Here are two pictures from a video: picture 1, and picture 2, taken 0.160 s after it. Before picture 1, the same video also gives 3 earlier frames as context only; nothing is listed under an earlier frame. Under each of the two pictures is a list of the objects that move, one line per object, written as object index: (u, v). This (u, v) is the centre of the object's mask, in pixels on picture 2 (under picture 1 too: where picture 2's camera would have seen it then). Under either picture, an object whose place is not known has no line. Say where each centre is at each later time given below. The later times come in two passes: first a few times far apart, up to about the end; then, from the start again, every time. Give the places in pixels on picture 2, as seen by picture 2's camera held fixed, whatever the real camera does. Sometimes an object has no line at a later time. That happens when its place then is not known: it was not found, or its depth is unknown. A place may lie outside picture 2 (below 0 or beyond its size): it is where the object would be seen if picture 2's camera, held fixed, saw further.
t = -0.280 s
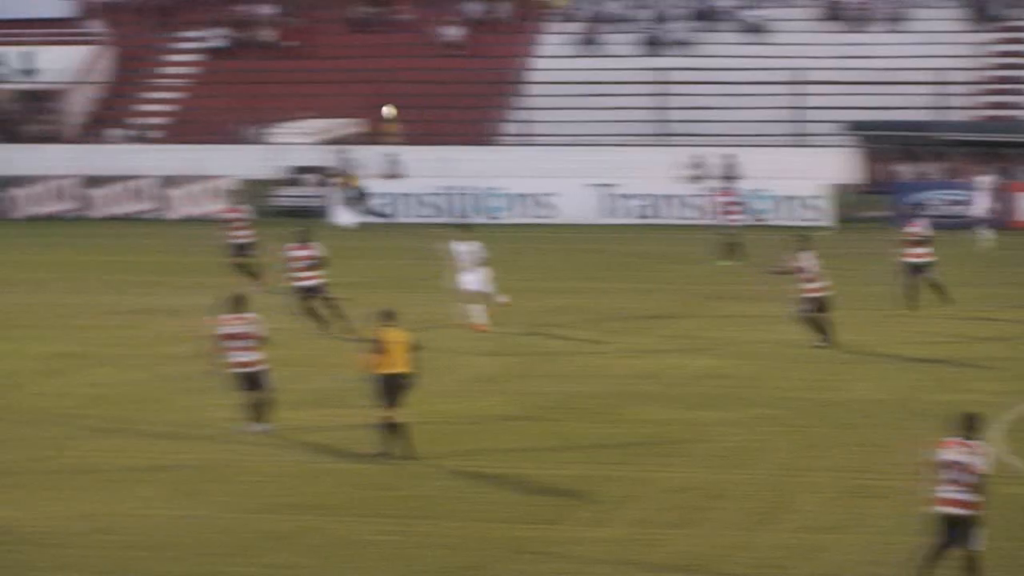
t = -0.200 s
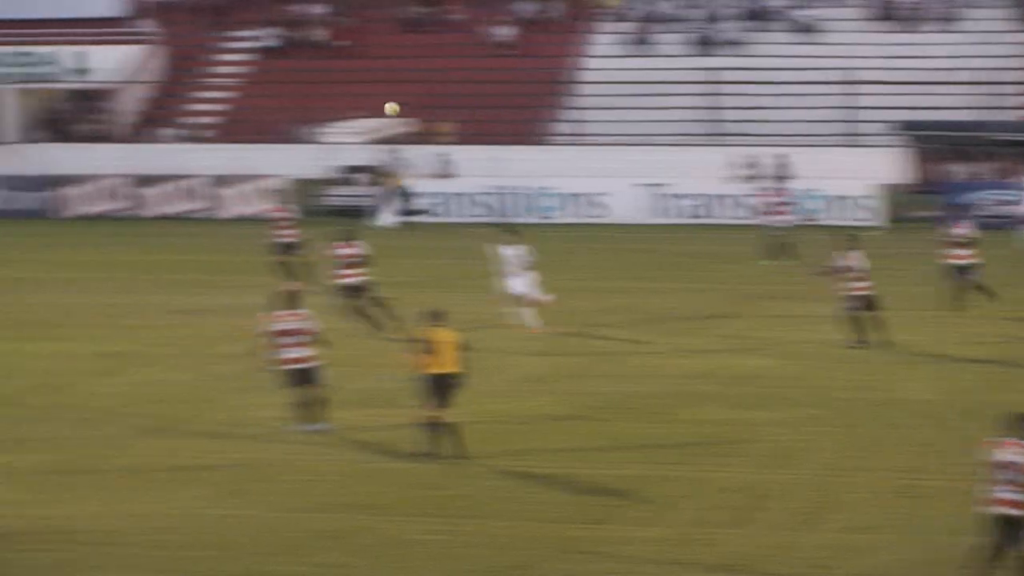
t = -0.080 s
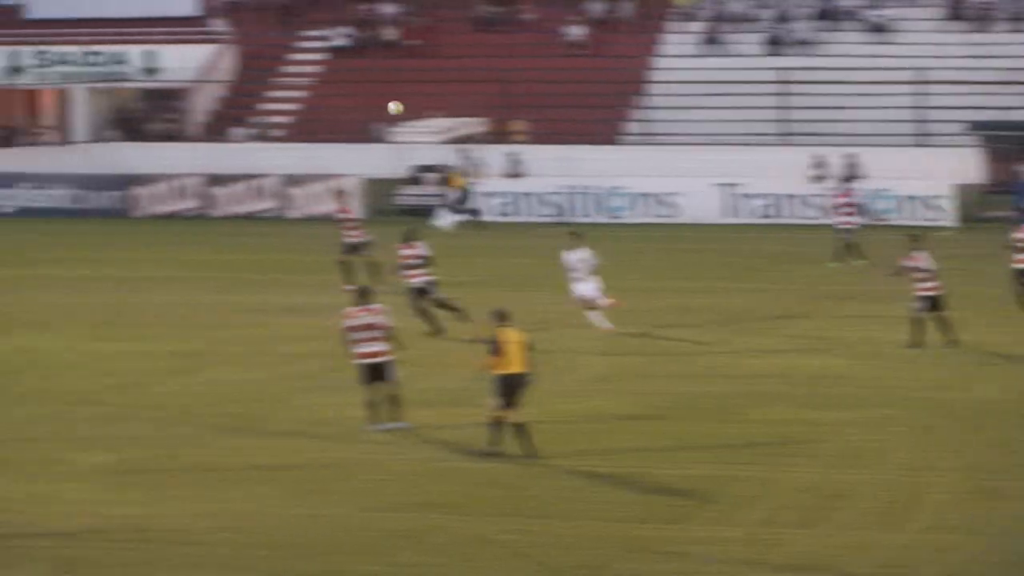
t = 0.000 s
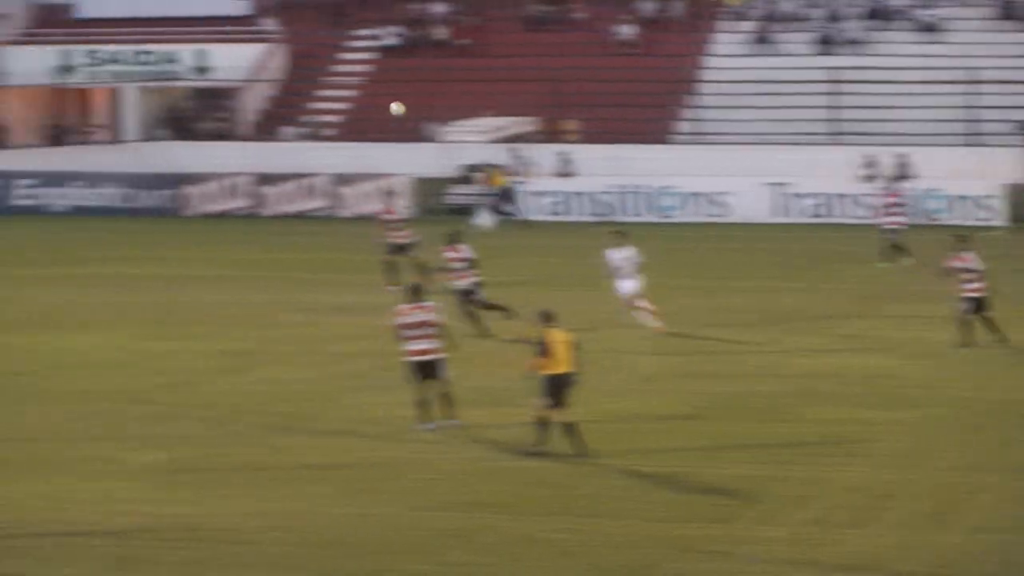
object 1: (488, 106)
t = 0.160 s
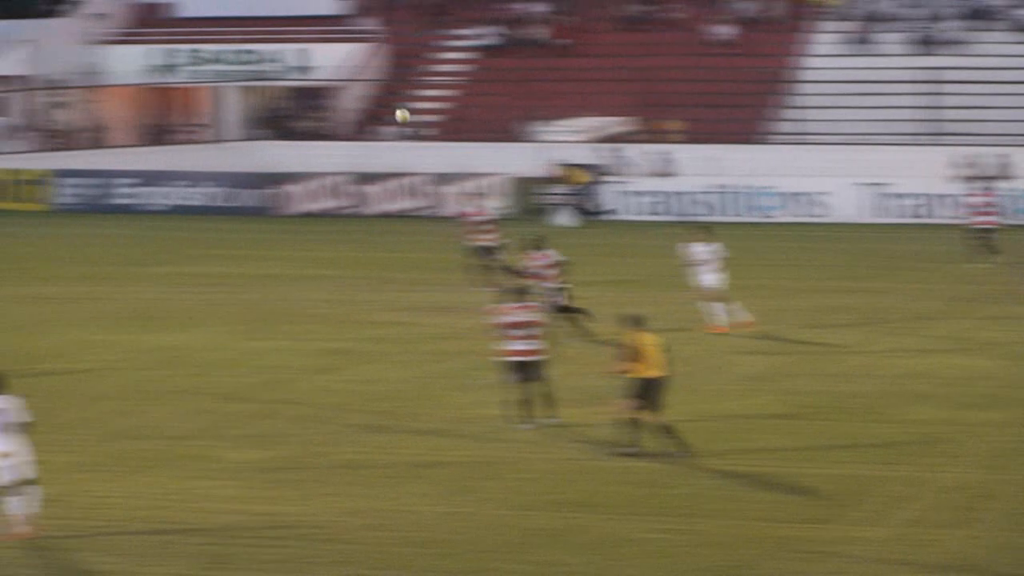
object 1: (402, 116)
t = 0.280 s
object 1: (341, 125)
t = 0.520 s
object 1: (208, 154)
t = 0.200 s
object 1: (386, 118)
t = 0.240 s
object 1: (360, 122)
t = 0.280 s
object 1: (341, 125)
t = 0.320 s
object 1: (320, 129)
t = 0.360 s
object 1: (296, 134)
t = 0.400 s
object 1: (279, 138)
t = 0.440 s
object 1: (252, 143)
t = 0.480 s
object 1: (234, 148)
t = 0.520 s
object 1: (208, 154)
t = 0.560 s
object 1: (190, 160)
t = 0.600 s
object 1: (166, 165)
